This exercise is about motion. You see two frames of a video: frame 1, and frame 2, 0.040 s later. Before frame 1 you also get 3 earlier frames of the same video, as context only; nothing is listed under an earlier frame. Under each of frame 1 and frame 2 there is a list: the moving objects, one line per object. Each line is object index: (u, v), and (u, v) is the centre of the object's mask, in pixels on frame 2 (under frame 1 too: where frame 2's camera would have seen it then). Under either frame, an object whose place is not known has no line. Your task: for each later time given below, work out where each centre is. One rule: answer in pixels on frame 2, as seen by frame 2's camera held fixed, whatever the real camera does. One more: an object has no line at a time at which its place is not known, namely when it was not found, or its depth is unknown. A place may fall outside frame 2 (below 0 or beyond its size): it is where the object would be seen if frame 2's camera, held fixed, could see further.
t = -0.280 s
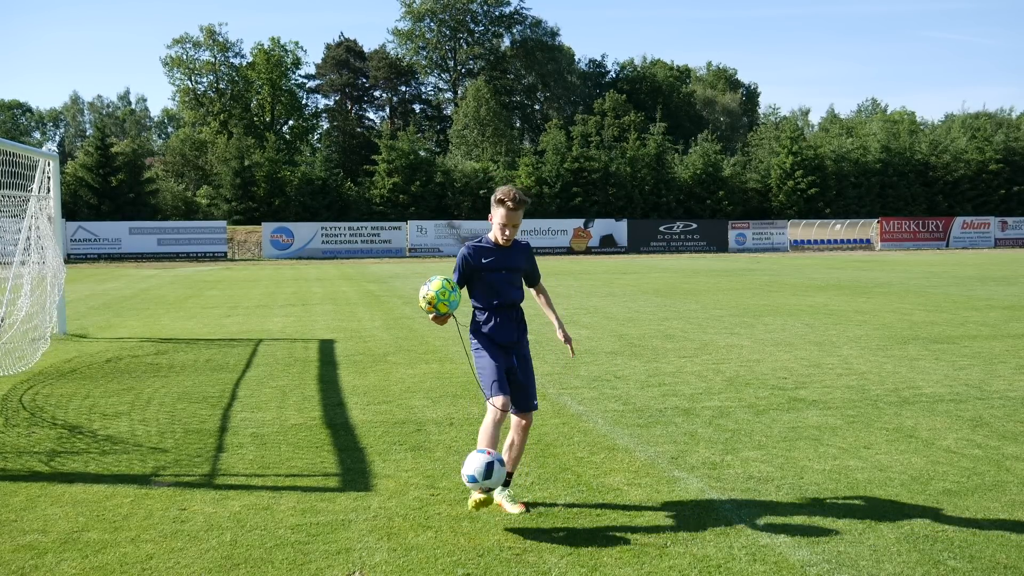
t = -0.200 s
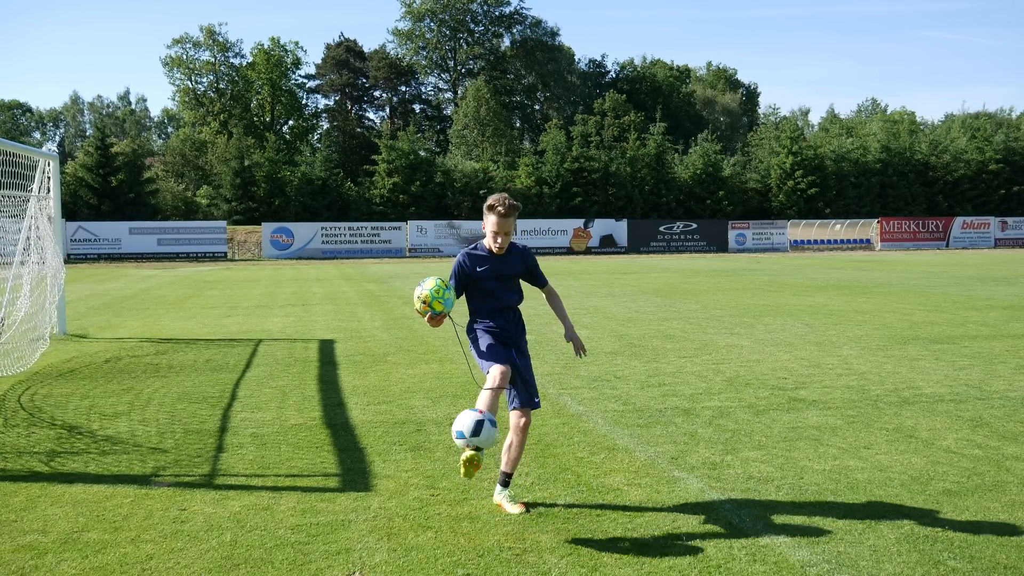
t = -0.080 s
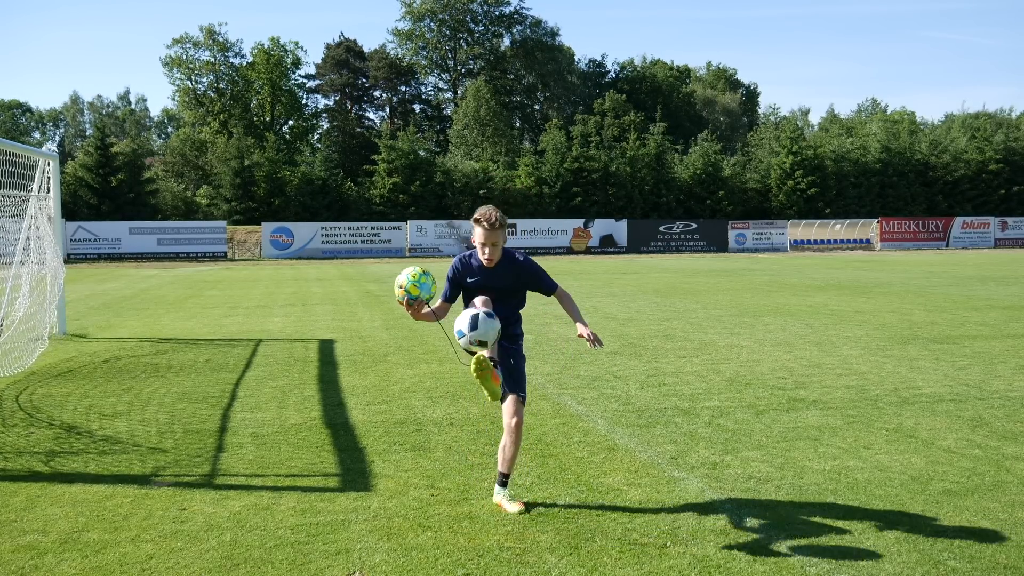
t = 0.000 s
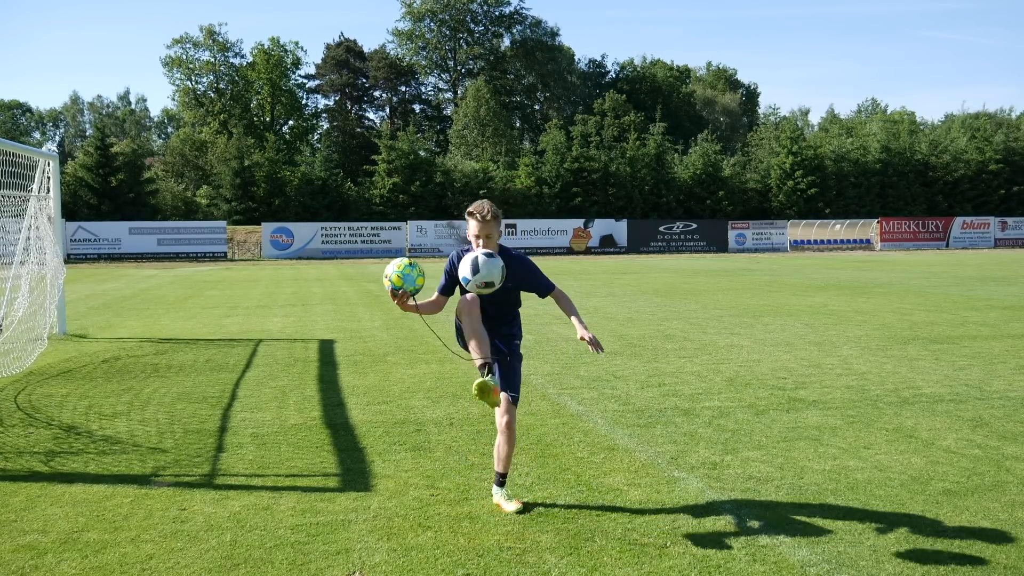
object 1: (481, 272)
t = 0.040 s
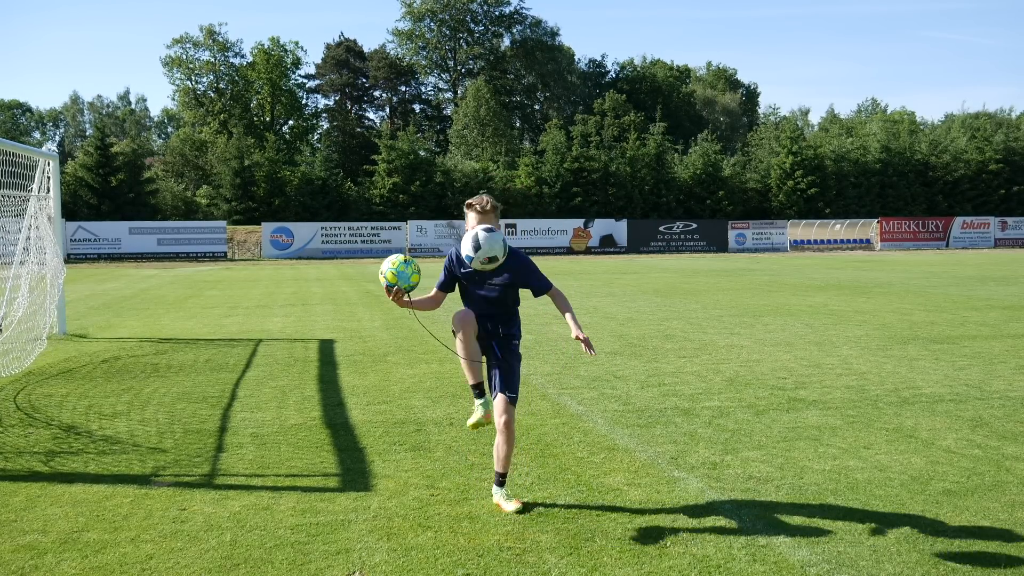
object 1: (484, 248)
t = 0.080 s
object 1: (486, 227)
